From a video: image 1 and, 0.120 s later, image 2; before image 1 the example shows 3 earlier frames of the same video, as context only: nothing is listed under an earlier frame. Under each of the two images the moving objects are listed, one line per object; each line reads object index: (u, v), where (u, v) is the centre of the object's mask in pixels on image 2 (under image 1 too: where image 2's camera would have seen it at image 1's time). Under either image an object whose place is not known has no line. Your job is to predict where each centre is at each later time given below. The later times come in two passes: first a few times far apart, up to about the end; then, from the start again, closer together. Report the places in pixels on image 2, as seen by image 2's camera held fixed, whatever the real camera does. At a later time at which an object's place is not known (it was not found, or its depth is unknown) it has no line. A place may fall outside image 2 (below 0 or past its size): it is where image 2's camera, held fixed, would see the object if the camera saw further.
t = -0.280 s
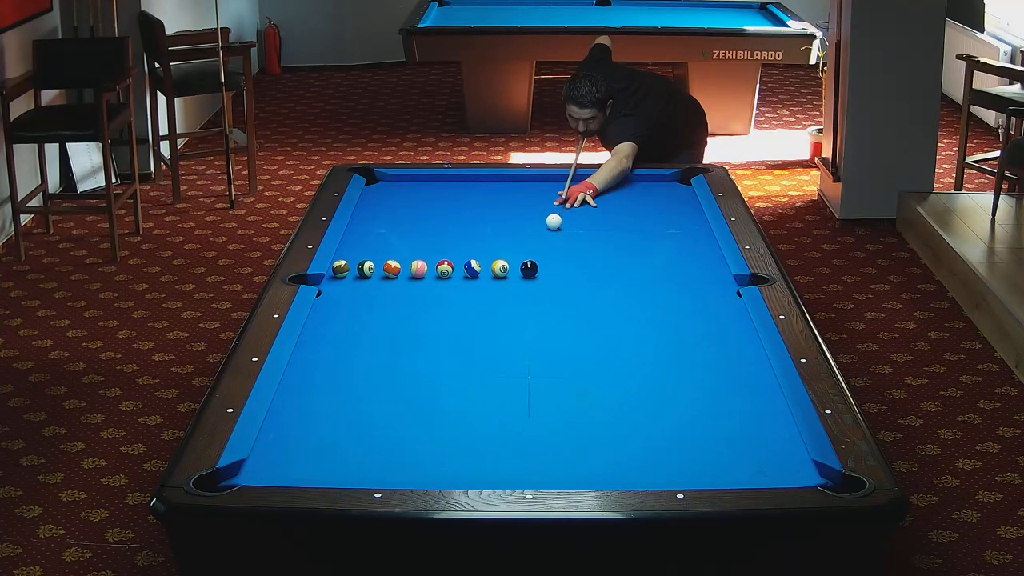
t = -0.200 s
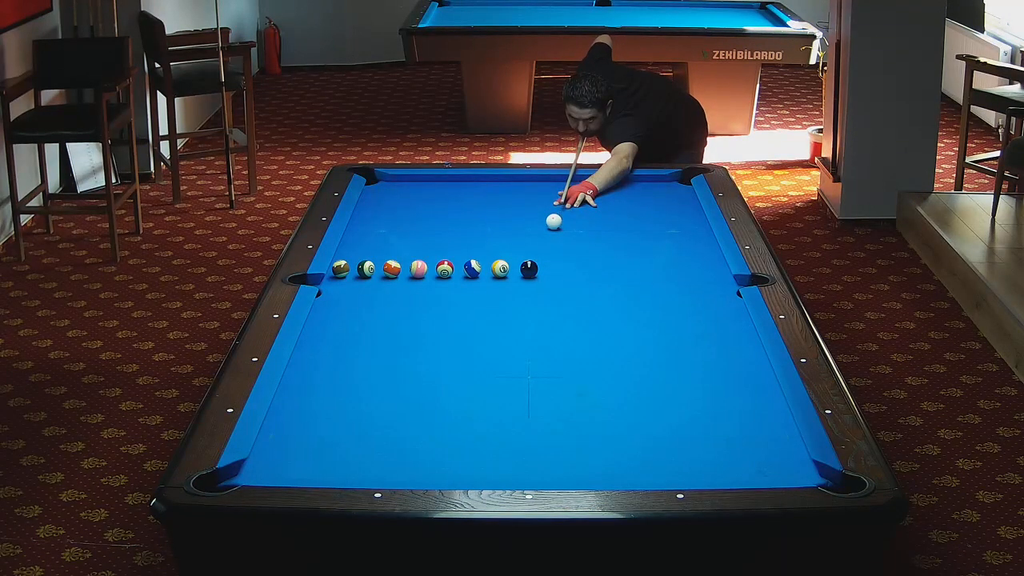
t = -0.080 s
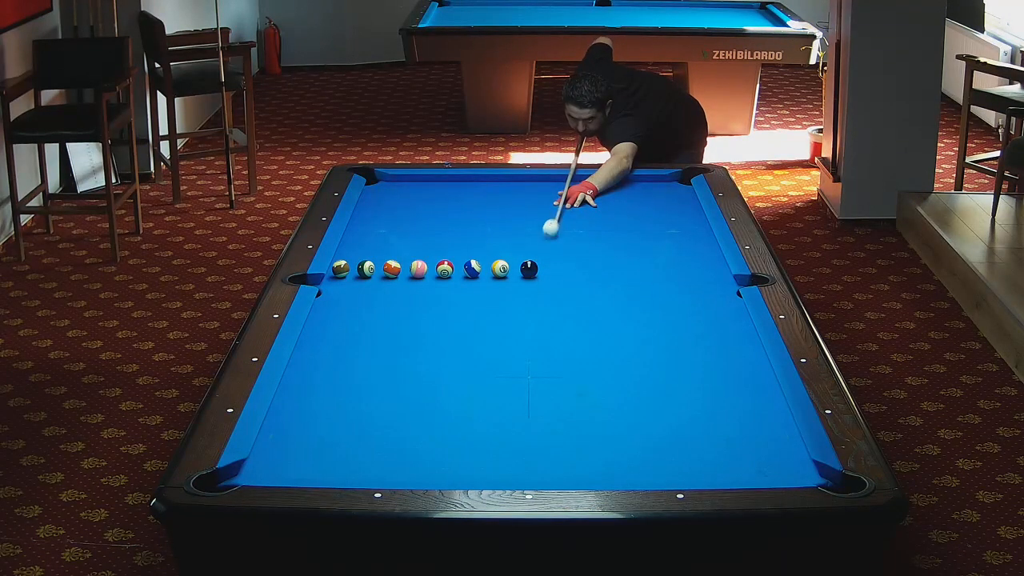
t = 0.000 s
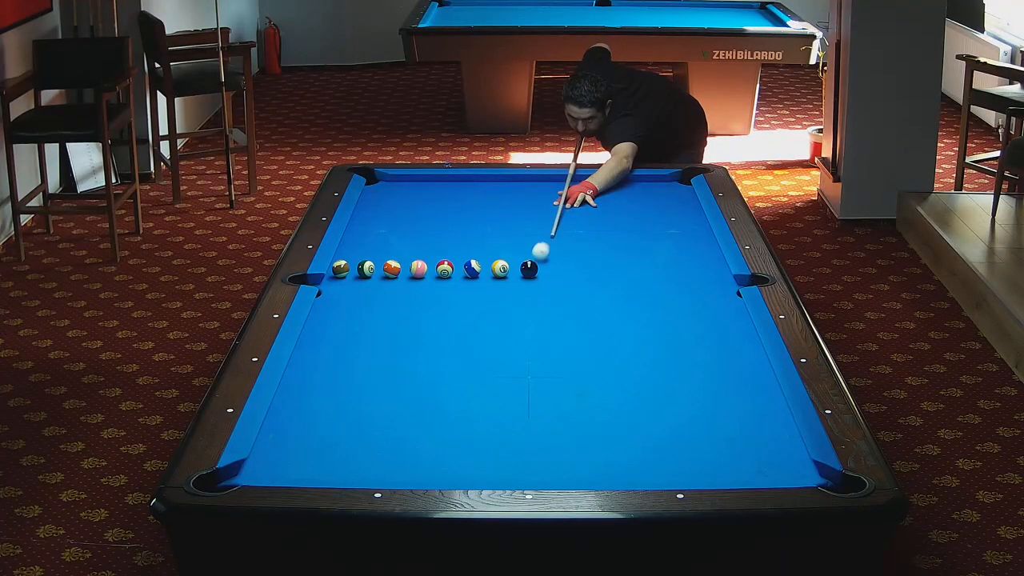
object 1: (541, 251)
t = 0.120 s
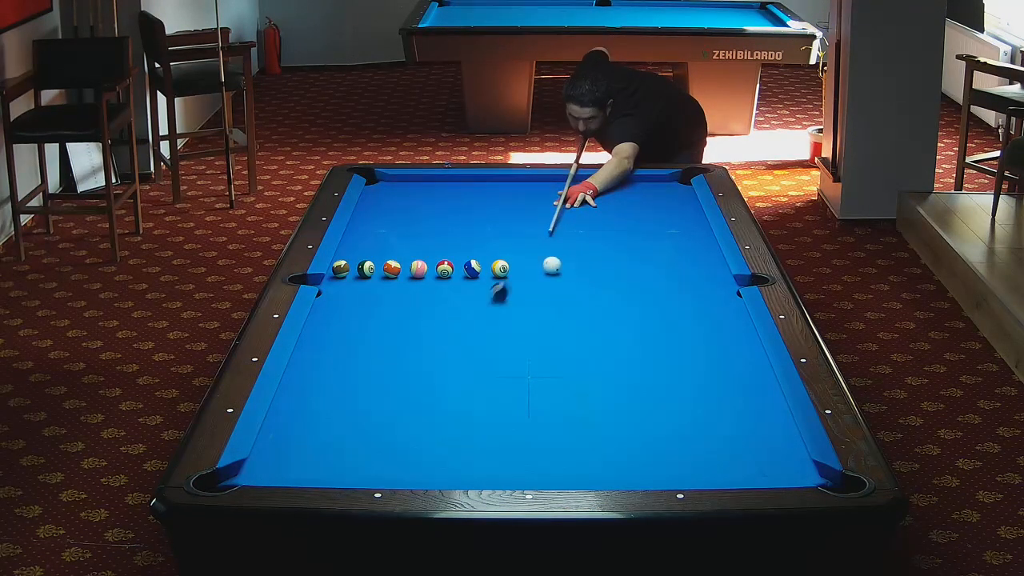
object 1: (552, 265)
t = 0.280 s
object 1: (578, 266)
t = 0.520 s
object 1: (613, 265)
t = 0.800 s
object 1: (652, 264)
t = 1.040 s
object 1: (684, 262)
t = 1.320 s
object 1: (716, 261)
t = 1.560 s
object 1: (699, 258)
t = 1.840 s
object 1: (682, 255)
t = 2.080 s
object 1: (668, 252)
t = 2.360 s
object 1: (652, 250)
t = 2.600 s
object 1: (641, 248)
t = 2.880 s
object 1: (629, 246)
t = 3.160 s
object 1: (619, 244)
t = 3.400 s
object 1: (611, 243)
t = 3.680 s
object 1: (603, 242)
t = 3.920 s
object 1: (598, 241)
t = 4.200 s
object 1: (593, 239)
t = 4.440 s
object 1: (589, 239)
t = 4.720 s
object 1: (587, 239)
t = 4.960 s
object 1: (586, 239)
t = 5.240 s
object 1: (586, 239)
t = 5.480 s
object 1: (586, 239)
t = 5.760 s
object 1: (586, 238)
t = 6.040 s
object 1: (586, 239)
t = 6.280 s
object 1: (586, 239)
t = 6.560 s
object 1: (586, 239)
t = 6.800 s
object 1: (586, 239)
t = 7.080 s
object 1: (586, 239)
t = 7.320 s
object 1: (586, 238)
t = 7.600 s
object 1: (586, 239)
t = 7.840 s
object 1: (586, 239)
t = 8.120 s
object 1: (586, 239)
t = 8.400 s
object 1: (586, 239)
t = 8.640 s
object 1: (586, 238)
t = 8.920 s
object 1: (587, 239)
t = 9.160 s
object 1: (586, 238)
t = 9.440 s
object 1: (586, 238)
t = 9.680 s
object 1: (586, 239)
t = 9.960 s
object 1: (586, 239)
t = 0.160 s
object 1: (559, 266)
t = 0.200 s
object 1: (565, 266)
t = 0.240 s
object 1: (572, 266)
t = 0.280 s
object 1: (578, 266)
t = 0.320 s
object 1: (584, 266)
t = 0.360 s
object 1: (590, 265)
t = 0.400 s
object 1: (595, 265)
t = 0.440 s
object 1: (601, 265)
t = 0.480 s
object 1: (607, 265)
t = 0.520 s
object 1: (613, 265)
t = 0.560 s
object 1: (619, 265)
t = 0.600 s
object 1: (624, 264)
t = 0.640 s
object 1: (630, 264)
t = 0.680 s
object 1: (635, 264)
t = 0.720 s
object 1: (641, 264)
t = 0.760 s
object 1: (647, 264)
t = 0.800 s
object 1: (652, 264)
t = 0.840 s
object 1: (657, 263)
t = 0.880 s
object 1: (663, 263)
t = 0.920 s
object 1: (668, 263)
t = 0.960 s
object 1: (673, 263)
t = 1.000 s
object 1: (679, 263)
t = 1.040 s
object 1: (684, 262)
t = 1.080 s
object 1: (689, 262)
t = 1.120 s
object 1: (694, 262)
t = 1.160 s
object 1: (699, 262)
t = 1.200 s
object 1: (704, 262)
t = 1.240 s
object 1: (709, 262)
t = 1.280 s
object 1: (714, 261)
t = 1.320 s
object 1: (716, 261)
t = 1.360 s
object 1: (713, 260)
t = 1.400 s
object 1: (710, 260)
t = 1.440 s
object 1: (707, 259)
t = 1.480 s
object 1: (705, 259)
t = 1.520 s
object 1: (702, 258)
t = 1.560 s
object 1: (699, 258)
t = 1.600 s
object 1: (697, 257)
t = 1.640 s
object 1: (694, 257)
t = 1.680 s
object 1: (692, 257)
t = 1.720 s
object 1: (689, 256)
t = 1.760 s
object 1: (687, 256)
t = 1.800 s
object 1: (684, 255)
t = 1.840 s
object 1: (682, 255)
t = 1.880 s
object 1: (679, 254)
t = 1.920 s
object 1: (677, 254)
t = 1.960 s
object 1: (674, 253)
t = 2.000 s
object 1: (672, 253)
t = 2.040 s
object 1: (670, 253)
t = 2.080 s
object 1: (668, 252)
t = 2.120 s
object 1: (665, 252)
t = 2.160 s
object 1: (663, 252)
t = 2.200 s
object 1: (661, 251)
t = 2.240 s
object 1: (659, 251)
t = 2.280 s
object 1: (657, 251)
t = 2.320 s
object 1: (655, 250)
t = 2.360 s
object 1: (652, 250)
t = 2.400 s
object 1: (651, 249)
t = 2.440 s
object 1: (649, 249)
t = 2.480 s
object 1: (647, 249)
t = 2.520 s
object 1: (645, 249)
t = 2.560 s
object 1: (643, 248)
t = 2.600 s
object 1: (641, 248)
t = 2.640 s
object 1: (639, 248)
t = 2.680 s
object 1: (638, 247)
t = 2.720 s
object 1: (636, 247)
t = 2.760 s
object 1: (634, 247)
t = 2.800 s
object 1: (632, 247)
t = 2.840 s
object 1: (631, 246)
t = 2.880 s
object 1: (629, 246)
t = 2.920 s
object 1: (628, 246)
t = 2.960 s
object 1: (626, 246)
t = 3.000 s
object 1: (625, 245)
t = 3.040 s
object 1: (623, 245)
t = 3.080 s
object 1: (622, 245)
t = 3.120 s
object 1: (620, 245)
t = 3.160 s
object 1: (619, 244)
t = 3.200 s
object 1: (617, 244)
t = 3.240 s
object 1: (616, 244)
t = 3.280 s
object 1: (615, 243)
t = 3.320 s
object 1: (613, 243)
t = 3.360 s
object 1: (612, 243)
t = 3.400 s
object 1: (611, 243)
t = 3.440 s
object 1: (610, 243)
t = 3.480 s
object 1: (609, 243)
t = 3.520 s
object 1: (608, 242)
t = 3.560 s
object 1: (606, 242)
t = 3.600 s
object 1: (605, 242)
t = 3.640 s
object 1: (604, 242)
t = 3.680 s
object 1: (603, 242)
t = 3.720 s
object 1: (602, 241)
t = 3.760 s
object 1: (601, 241)
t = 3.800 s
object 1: (600, 241)
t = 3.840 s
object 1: (599, 241)
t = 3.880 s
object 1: (599, 241)
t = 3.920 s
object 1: (598, 241)
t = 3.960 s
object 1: (597, 240)
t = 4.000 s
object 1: (596, 240)
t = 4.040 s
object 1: (595, 240)
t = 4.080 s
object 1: (594, 240)
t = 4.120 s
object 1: (594, 240)
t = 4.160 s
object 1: (593, 240)
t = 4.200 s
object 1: (593, 239)
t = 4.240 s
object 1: (592, 239)
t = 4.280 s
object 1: (591, 239)
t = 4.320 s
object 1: (591, 239)
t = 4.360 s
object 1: (590, 239)
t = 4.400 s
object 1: (590, 239)
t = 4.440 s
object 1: (589, 239)
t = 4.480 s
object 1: (589, 239)
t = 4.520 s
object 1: (588, 239)
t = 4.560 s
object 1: (588, 239)
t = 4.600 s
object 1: (588, 239)
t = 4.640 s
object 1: (587, 239)
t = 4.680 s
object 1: (587, 239)
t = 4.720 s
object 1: (587, 239)
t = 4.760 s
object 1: (587, 239)
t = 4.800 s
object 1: (587, 239)
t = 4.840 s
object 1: (587, 239)
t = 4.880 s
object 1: (587, 239)
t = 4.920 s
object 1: (586, 239)
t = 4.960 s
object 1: (586, 239)
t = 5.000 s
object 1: (586, 239)
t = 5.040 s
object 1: (586, 239)
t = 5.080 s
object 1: (586, 239)
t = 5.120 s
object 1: (586, 239)
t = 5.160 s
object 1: (586, 239)
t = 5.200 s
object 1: (586, 239)
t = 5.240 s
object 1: (586, 239)
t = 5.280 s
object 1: (586, 238)
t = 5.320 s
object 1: (586, 238)
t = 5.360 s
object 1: (586, 239)
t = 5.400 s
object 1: (586, 239)
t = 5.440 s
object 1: (586, 239)
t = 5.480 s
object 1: (586, 239)
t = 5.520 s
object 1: (586, 239)
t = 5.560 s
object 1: (586, 239)
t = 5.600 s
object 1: (586, 239)
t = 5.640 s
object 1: (586, 239)
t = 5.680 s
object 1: (586, 239)
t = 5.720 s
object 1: (586, 239)
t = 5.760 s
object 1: (586, 238)
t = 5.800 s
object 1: (586, 239)
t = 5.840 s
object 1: (586, 239)
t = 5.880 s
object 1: (586, 238)
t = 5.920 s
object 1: (586, 239)
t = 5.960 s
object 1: (586, 239)
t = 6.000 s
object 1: (586, 239)
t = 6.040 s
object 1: (586, 239)
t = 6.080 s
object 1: (586, 239)
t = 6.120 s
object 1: (586, 239)
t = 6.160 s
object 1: (586, 239)
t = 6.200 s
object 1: (586, 239)
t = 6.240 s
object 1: (586, 239)
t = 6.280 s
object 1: (586, 239)
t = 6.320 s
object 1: (586, 239)
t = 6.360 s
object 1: (586, 239)
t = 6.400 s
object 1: (586, 239)
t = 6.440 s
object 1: (586, 239)
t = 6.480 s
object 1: (586, 239)
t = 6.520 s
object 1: (586, 239)
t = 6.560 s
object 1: (586, 239)
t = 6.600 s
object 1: (586, 239)
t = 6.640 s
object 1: (586, 239)
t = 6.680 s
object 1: (586, 239)
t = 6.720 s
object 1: (586, 239)
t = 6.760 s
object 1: (586, 238)
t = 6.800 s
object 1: (586, 239)
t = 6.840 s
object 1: (586, 239)
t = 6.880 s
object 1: (586, 239)
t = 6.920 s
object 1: (586, 238)
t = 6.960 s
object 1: (586, 238)
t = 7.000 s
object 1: (586, 238)
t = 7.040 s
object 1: (586, 238)
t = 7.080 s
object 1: (586, 239)
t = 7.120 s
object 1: (586, 238)
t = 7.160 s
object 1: (586, 238)
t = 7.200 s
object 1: (586, 238)
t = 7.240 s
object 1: (586, 239)
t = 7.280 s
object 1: (586, 238)
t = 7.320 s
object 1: (586, 238)
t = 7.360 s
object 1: (586, 238)
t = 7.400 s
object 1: (586, 238)
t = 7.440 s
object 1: (586, 238)
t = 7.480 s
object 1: (586, 238)
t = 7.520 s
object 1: (586, 238)
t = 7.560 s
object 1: (586, 238)
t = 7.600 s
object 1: (586, 239)
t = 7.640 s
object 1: (586, 238)
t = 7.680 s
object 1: (586, 238)
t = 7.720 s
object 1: (586, 238)
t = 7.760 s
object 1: (586, 238)
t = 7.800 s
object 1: (586, 238)
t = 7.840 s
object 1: (586, 239)
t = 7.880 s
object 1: (586, 238)
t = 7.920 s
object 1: (586, 238)
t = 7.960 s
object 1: (586, 238)
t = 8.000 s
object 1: (586, 238)
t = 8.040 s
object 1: (586, 238)
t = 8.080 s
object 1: (586, 238)
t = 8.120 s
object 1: (586, 239)
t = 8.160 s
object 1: (586, 239)
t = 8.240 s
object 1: (586, 238)
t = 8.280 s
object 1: (586, 238)
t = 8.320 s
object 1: (586, 238)
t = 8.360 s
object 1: (586, 238)
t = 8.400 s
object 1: (586, 239)
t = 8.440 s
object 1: (586, 239)
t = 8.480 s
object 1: (587, 238)
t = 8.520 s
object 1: (586, 238)
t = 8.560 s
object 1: (586, 238)
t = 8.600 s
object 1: (586, 238)
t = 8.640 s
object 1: (586, 238)
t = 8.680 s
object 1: (586, 238)
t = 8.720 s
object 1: (586, 238)
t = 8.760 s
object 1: (586, 238)
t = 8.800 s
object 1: (586, 238)
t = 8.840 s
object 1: (587, 238)
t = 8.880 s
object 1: (587, 239)
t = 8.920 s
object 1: (587, 239)
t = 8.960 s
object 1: (586, 238)
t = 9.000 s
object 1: (586, 238)
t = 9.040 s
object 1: (586, 239)
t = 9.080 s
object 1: (587, 238)
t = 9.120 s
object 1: (586, 239)
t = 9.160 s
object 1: (586, 238)
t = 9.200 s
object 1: (586, 238)
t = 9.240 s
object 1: (586, 238)
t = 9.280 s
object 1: (586, 239)
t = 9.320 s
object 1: (586, 238)
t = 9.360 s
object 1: (586, 238)
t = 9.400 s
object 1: (586, 238)
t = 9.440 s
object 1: (586, 238)
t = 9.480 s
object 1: (586, 238)
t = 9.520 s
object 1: (586, 238)
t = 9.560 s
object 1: (586, 239)
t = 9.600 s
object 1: (586, 239)
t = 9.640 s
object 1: (586, 239)
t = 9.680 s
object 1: (586, 239)
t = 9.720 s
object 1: (586, 239)
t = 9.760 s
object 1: (586, 238)
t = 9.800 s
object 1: (586, 239)
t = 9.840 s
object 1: (586, 239)
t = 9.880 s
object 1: (586, 239)
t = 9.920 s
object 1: (586, 239)
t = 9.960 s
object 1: (586, 239)
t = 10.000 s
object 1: (586, 239)
